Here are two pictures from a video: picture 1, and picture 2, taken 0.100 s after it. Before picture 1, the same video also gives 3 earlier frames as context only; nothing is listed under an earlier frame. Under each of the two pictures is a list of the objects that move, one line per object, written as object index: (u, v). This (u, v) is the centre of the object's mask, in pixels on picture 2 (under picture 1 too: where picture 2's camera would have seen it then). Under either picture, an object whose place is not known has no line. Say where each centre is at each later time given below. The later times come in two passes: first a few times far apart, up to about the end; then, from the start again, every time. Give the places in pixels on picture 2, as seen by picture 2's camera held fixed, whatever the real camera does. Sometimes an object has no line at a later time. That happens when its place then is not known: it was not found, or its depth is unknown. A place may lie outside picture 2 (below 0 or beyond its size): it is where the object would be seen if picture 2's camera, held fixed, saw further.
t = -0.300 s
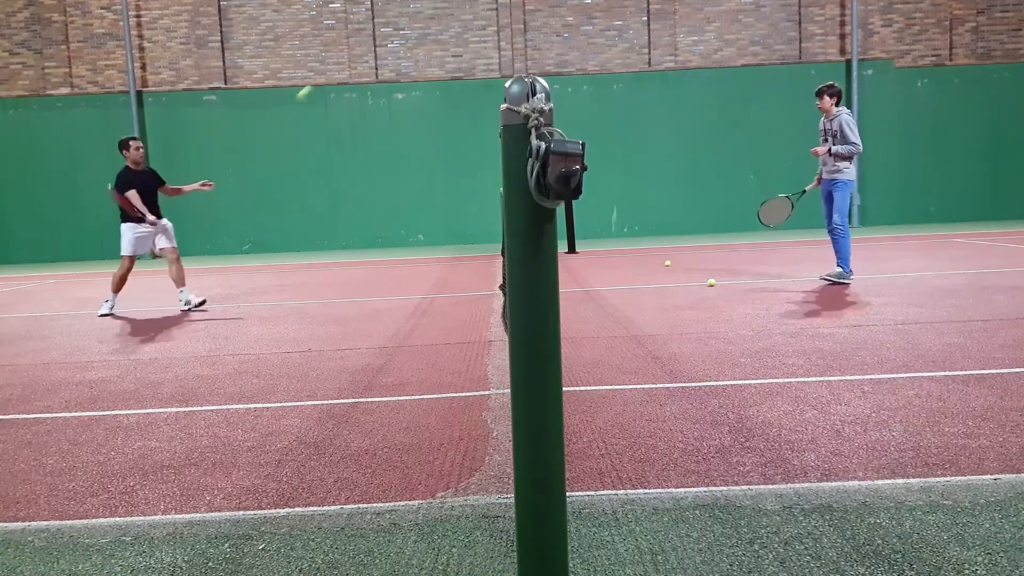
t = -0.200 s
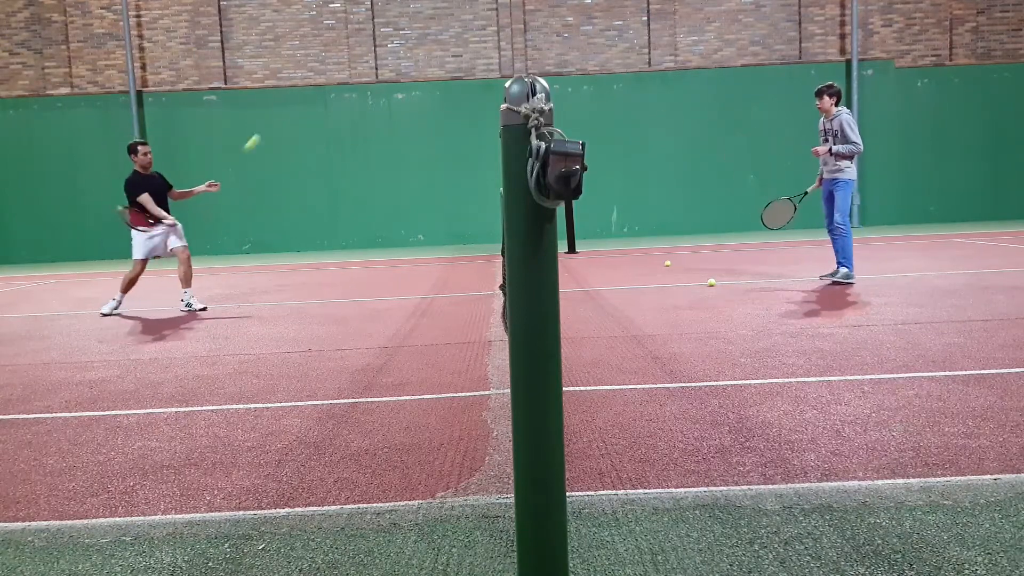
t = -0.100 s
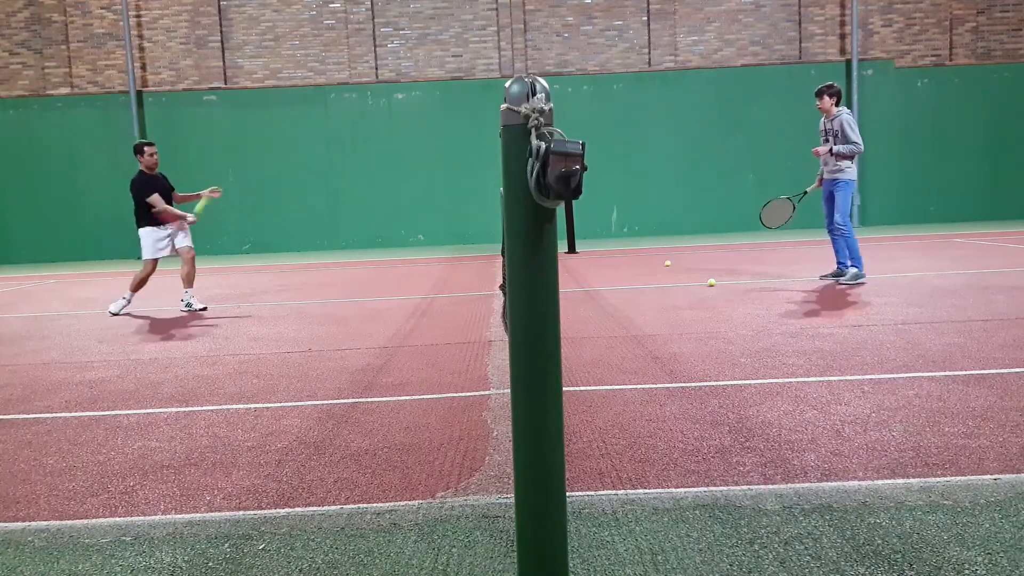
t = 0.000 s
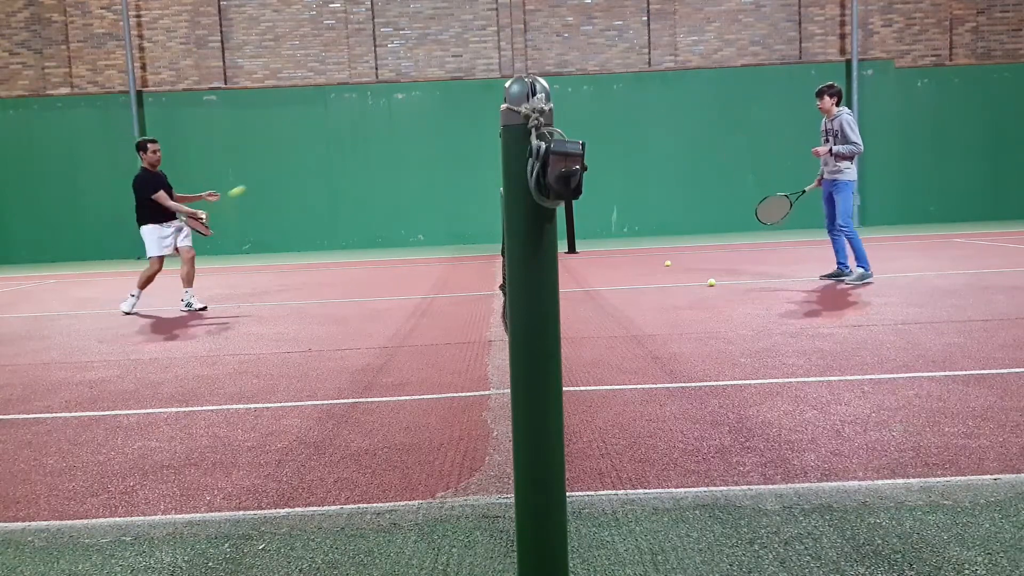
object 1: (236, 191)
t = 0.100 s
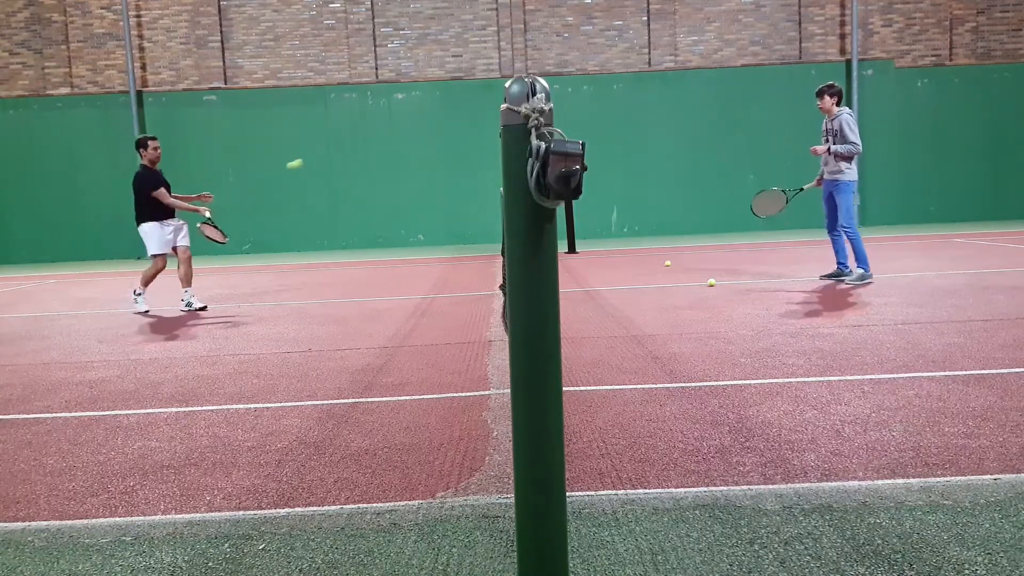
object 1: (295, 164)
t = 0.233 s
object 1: (368, 148)
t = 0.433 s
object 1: (472, 161)
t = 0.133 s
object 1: (313, 158)
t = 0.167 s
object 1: (332, 153)
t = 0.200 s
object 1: (350, 150)
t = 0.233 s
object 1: (368, 148)
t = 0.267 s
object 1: (386, 147)
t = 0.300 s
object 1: (404, 147)
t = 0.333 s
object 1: (422, 149)
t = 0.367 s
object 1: (439, 152)
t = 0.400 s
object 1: (455, 156)
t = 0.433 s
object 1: (472, 161)
